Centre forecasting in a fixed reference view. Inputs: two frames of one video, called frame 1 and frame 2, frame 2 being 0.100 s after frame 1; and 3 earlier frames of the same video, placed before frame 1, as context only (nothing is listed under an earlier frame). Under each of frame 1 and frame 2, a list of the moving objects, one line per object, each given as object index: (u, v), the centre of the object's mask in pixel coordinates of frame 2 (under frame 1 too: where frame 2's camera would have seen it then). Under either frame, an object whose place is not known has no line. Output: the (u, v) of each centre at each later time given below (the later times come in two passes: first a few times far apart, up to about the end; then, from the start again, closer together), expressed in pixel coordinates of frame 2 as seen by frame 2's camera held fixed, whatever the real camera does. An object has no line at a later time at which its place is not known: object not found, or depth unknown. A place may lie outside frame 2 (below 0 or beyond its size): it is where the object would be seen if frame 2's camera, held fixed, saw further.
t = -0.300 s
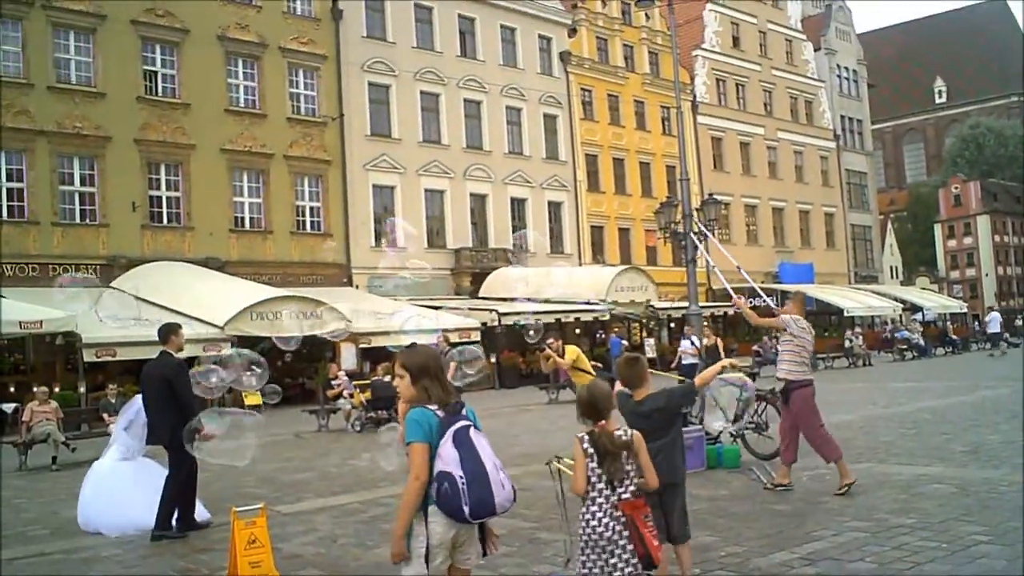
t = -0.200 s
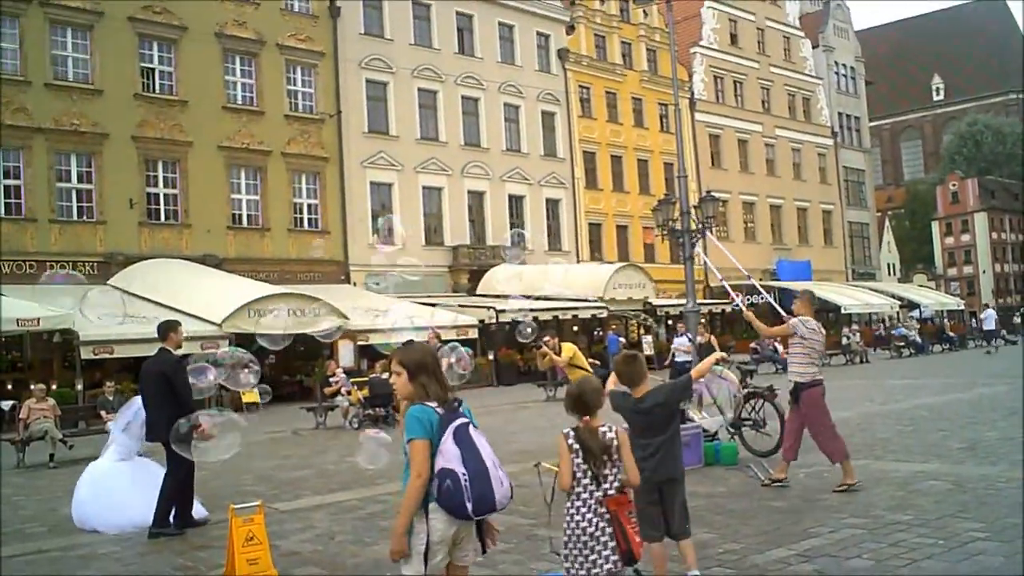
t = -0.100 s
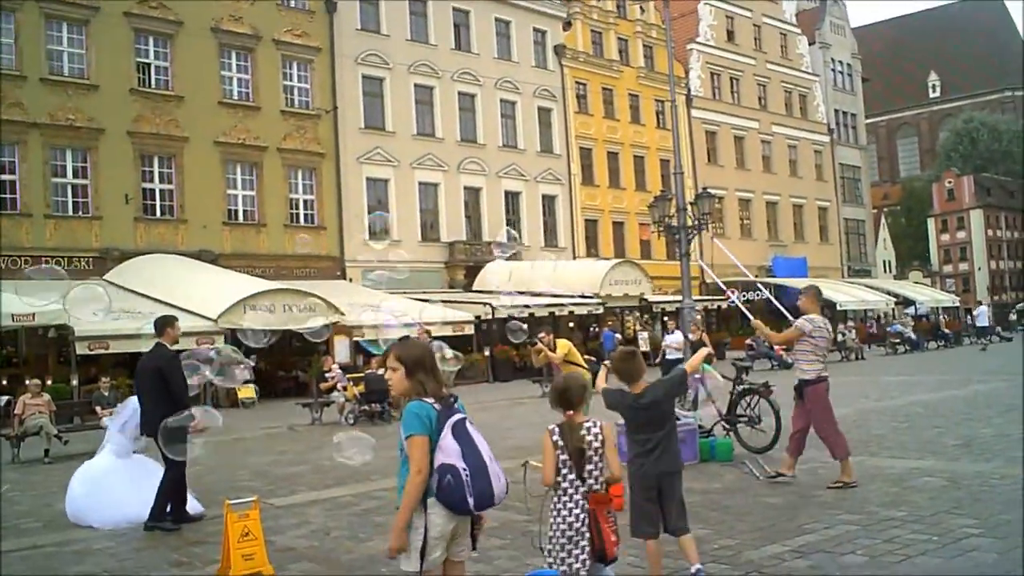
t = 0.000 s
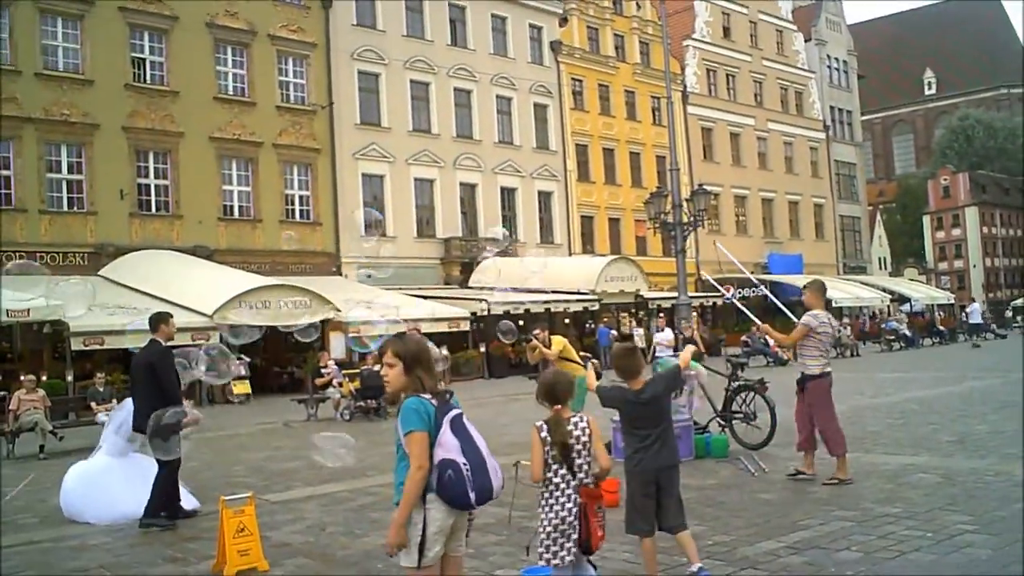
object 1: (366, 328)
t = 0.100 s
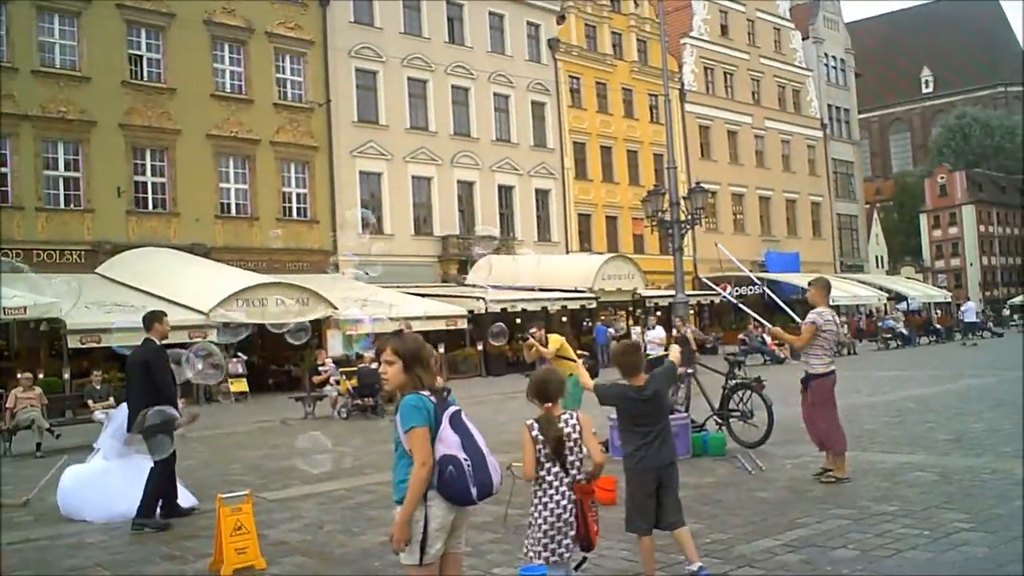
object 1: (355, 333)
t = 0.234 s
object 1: (340, 339)
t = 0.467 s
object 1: (328, 345)
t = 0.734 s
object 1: (299, 354)
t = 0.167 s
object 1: (346, 337)
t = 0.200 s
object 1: (342, 337)
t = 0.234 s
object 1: (340, 339)
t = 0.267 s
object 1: (344, 341)
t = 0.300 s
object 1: (342, 342)
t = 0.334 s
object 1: (341, 342)
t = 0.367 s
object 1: (337, 343)
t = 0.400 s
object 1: (334, 344)
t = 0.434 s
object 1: (332, 345)
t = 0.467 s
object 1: (328, 345)
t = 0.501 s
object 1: (325, 347)
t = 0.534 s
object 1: (321, 346)
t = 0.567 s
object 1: (318, 348)
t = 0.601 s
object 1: (316, 349)
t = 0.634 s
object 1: (304, 349)
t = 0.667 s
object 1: (301, 350)
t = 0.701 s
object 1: (300, 352)
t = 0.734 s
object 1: (299, 354)
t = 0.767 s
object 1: (297, 355)
